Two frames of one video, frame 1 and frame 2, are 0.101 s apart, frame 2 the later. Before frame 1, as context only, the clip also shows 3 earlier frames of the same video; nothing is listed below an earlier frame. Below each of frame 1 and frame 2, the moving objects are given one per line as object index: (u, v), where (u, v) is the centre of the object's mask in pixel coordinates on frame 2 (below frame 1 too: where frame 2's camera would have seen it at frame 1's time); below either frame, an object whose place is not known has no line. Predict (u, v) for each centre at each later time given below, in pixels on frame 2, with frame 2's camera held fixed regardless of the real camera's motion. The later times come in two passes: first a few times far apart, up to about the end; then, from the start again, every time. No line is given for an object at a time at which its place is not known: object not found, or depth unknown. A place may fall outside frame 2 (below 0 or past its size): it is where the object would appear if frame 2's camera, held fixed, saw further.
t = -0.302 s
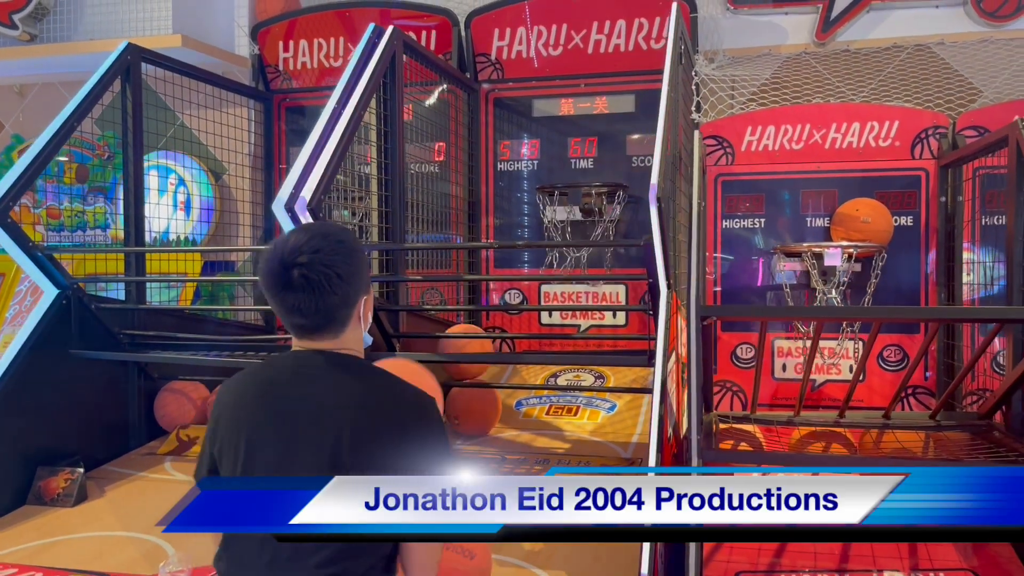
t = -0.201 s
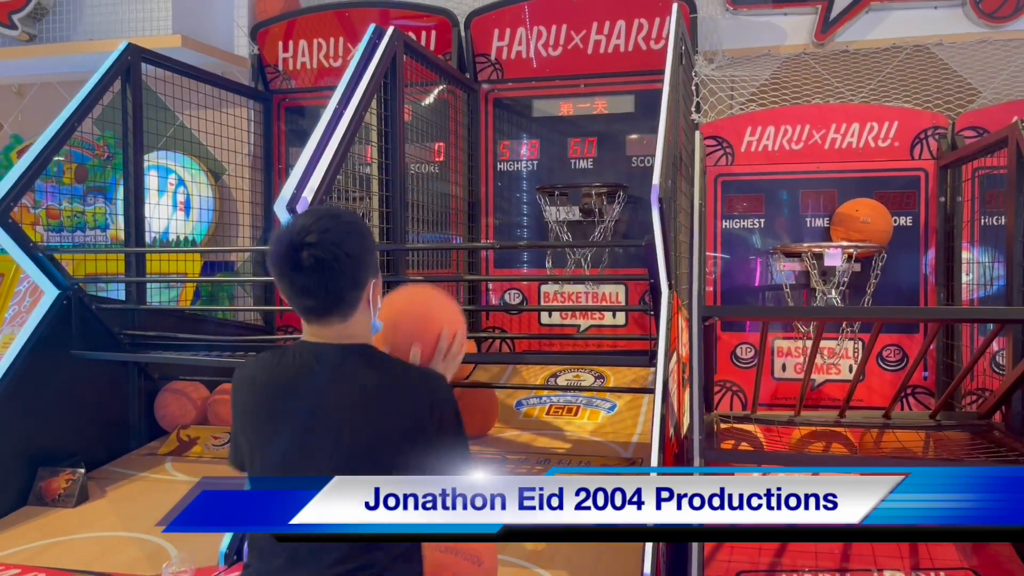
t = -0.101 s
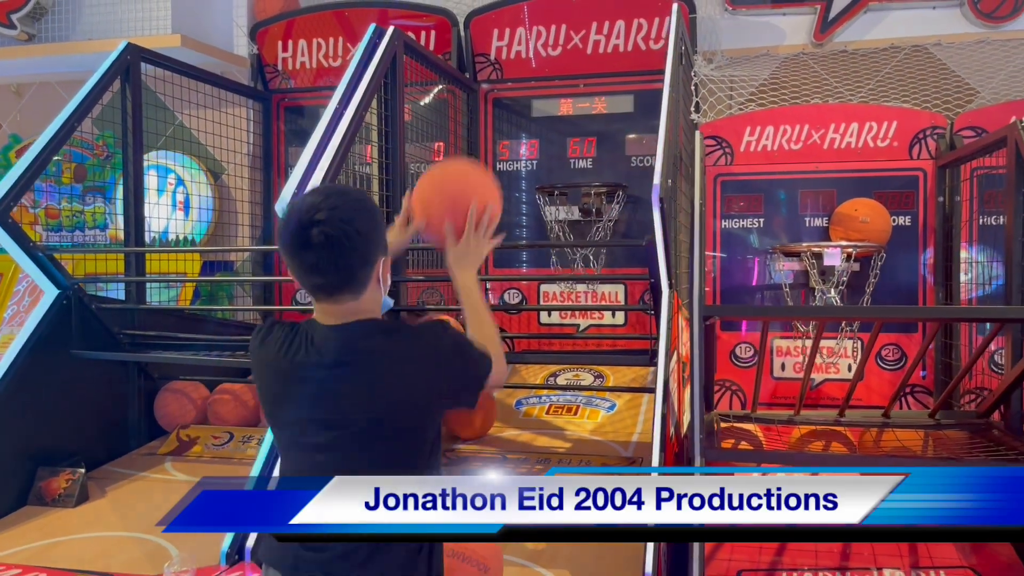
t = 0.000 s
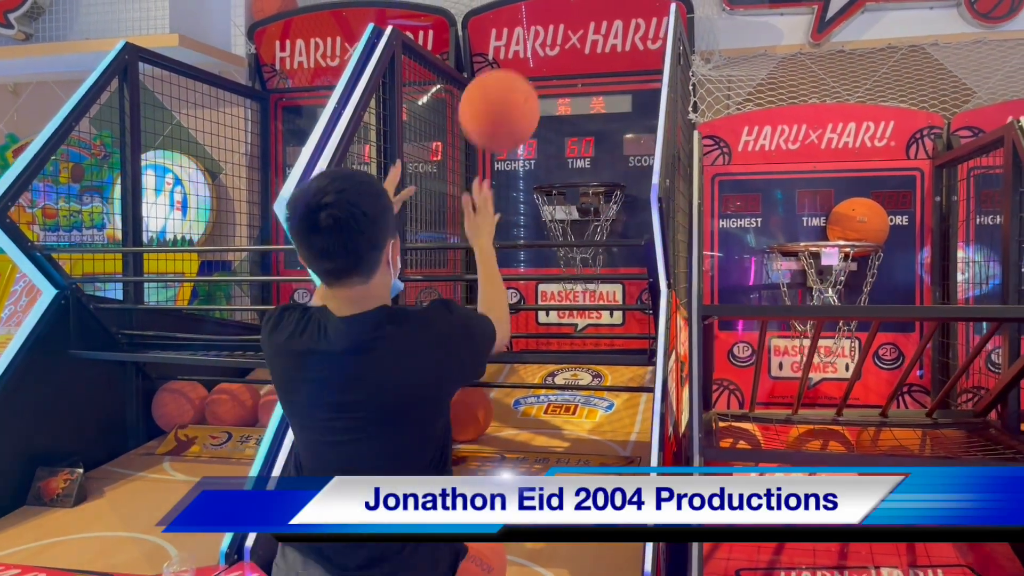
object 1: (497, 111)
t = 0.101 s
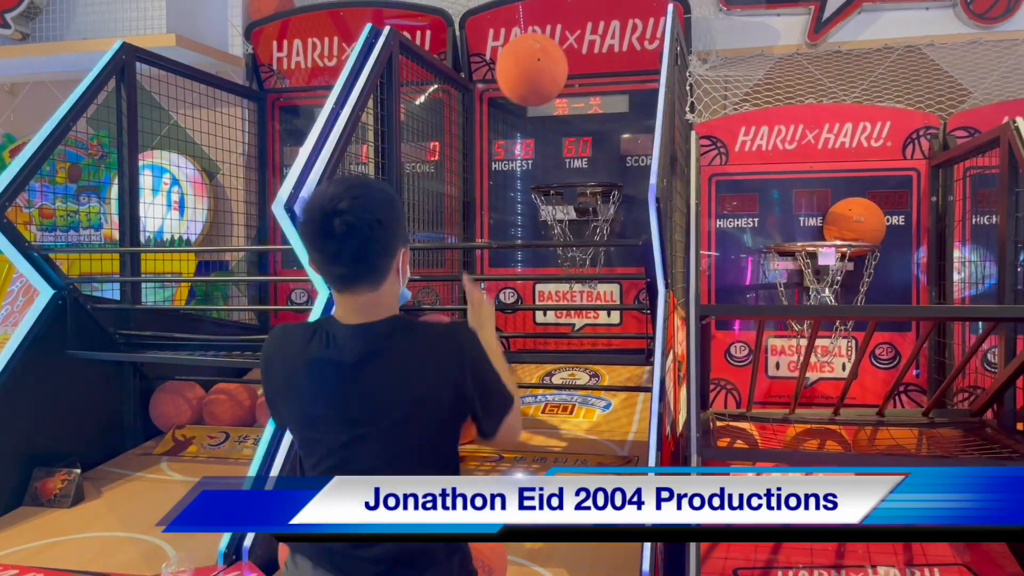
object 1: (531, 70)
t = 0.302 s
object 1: (583, 88)
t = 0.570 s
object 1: (605, 138)
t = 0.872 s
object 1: (567, 143)
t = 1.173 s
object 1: (579, 218)
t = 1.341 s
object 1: (566, 271)
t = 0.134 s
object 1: (542, 65)
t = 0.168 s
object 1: (551, 64)
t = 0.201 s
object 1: (560, 65)
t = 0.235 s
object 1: (568, 70)
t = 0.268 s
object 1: (576, 77)
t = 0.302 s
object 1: (583, 88)
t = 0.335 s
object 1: (590, 101)
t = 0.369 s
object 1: (597, 115)
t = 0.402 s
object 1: (604, 133)
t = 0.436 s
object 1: (610, 151)
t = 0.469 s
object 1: (614, 165)
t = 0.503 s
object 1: (611, 159)
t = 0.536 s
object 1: (608, 147)
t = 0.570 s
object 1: (605, 138)
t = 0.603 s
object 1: (602, 130)
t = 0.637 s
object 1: (597, 122)
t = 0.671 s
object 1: (593, 117)
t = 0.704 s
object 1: (589, 115)
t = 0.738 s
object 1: (584, 115)
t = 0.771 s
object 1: (580, 118)
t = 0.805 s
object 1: (575, 123)
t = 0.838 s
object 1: (571, 132)
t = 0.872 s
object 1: (567, 143)
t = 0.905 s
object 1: (562, 157)
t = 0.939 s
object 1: (558, 167)
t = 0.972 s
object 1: (565, 169)
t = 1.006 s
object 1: (574, 182)
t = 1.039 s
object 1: (583, 190)
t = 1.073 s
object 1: (592, 198)
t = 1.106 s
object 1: (586, 205)
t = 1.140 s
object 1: (582, 210)
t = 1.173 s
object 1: (579, 218)
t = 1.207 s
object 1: (574, 224)
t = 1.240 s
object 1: (571, 240)
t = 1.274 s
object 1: (569, 253)
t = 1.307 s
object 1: (567, 260)
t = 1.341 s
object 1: (566, 271)
